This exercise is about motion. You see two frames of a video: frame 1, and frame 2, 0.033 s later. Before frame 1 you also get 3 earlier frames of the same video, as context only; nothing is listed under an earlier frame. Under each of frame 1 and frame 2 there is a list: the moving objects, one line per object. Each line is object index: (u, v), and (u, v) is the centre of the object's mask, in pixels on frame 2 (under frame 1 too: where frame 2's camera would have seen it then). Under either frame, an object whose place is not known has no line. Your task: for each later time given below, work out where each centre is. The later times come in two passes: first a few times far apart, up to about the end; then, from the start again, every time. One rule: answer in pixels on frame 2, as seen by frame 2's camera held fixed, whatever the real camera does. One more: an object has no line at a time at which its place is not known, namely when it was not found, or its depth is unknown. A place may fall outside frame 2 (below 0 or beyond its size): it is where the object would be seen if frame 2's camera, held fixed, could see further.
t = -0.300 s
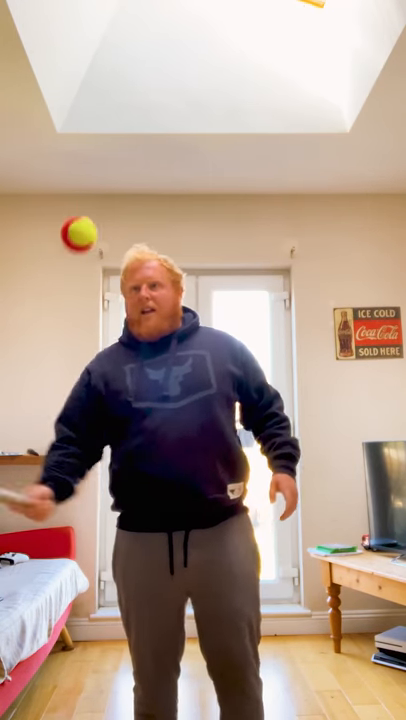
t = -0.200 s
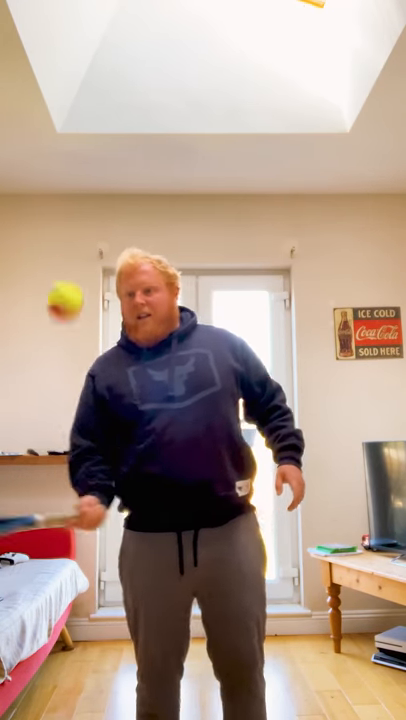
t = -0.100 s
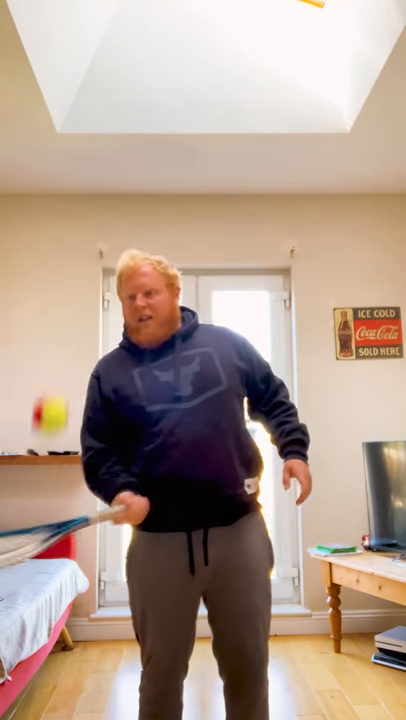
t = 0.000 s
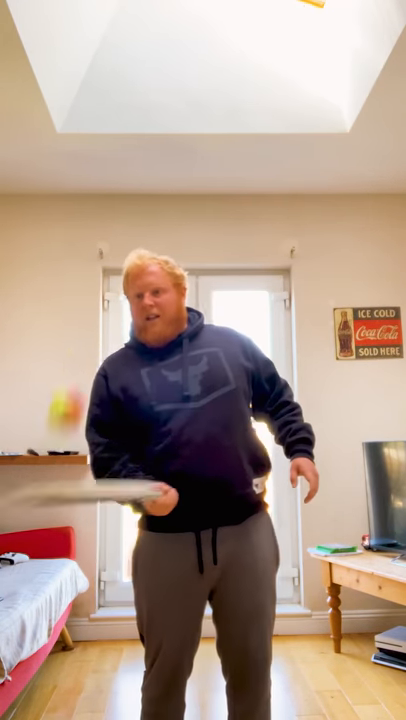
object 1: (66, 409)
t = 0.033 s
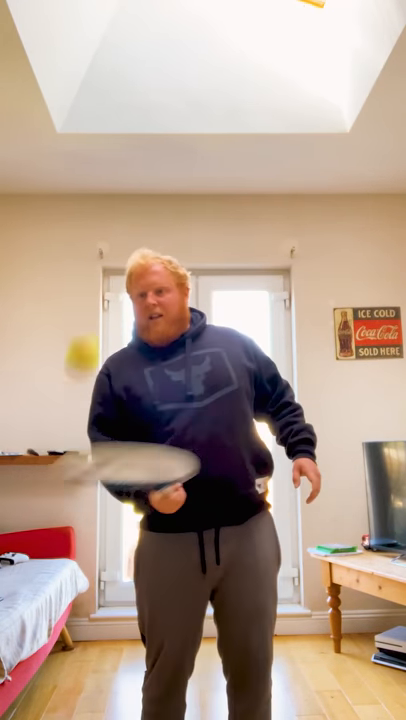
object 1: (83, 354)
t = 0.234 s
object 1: (168, 144)
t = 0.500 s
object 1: (266, 126)
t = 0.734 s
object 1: (351, 321)
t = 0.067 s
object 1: (98, 302)
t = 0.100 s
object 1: (114, 259)
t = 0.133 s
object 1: (127, 223)
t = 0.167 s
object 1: (141, 191)
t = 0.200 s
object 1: (155, 164)
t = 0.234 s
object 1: (168, 144)
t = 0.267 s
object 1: (180, 126)
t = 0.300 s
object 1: (193, 113)
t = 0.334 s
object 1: (205, 104)
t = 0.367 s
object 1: (217, 100)
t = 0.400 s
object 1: (230, 100)
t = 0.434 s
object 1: (241, 105)
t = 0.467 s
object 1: (254, 113)
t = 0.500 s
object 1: (266, 126)
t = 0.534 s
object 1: (278, 142)
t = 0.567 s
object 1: (289, 160)
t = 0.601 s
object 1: (301, 185)
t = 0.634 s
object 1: (313, 212)
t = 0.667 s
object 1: (326, 246)
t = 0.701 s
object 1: (339, 280)
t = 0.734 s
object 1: (351, 321)
